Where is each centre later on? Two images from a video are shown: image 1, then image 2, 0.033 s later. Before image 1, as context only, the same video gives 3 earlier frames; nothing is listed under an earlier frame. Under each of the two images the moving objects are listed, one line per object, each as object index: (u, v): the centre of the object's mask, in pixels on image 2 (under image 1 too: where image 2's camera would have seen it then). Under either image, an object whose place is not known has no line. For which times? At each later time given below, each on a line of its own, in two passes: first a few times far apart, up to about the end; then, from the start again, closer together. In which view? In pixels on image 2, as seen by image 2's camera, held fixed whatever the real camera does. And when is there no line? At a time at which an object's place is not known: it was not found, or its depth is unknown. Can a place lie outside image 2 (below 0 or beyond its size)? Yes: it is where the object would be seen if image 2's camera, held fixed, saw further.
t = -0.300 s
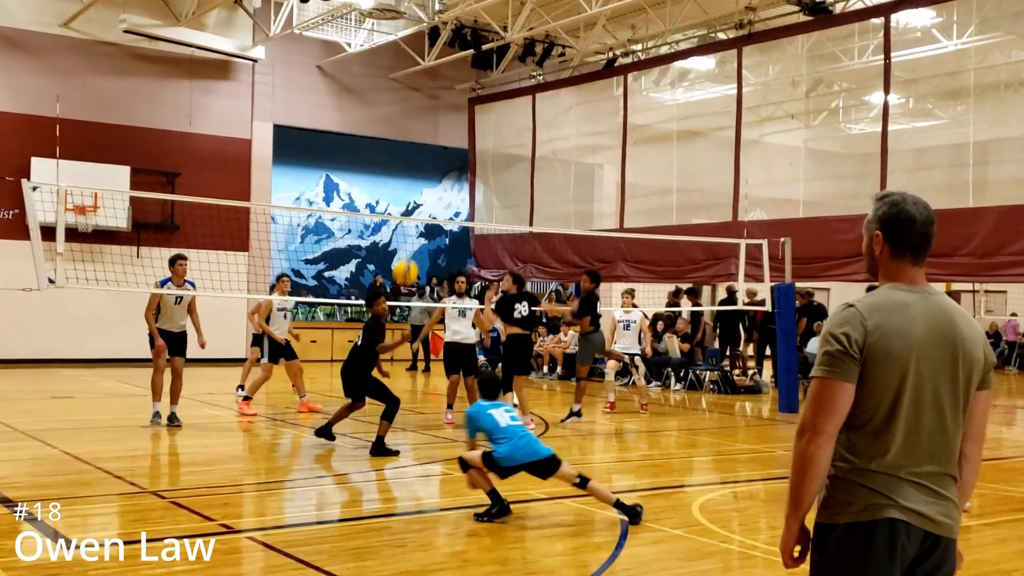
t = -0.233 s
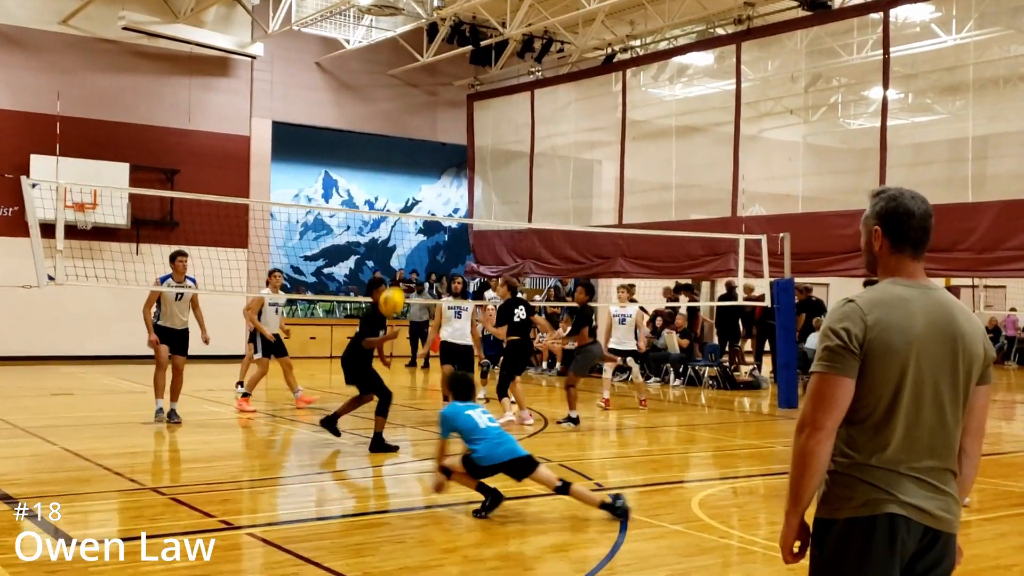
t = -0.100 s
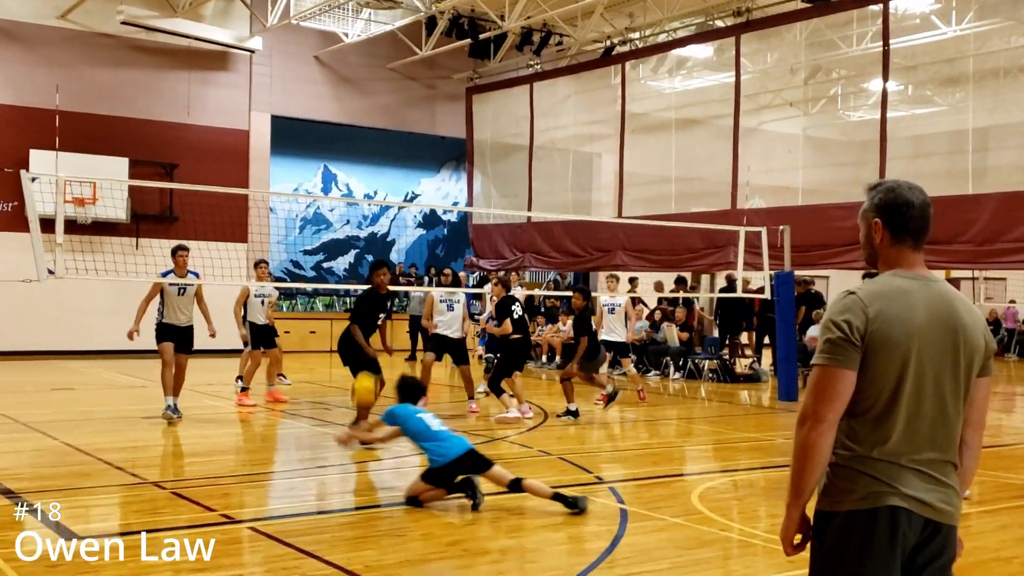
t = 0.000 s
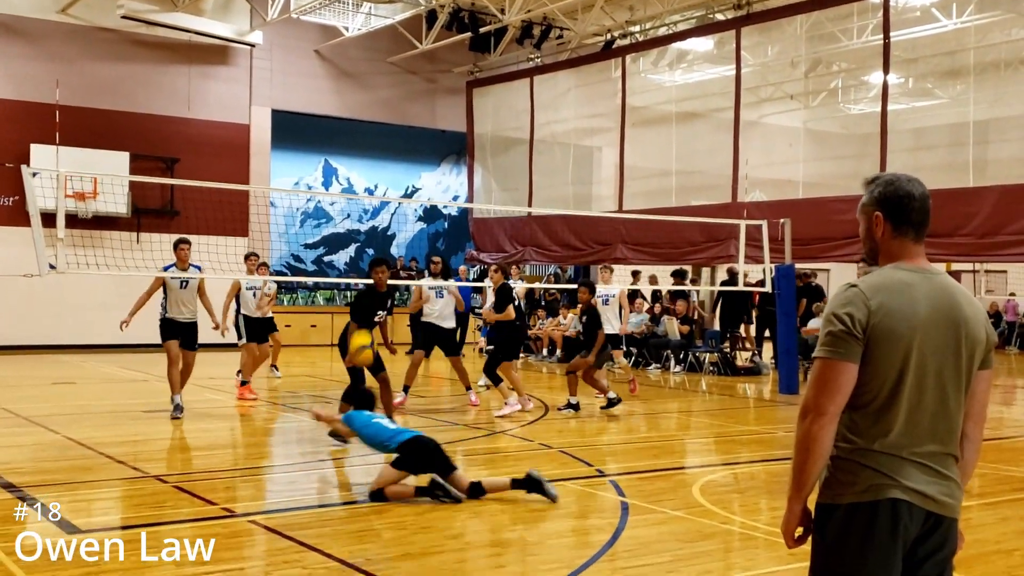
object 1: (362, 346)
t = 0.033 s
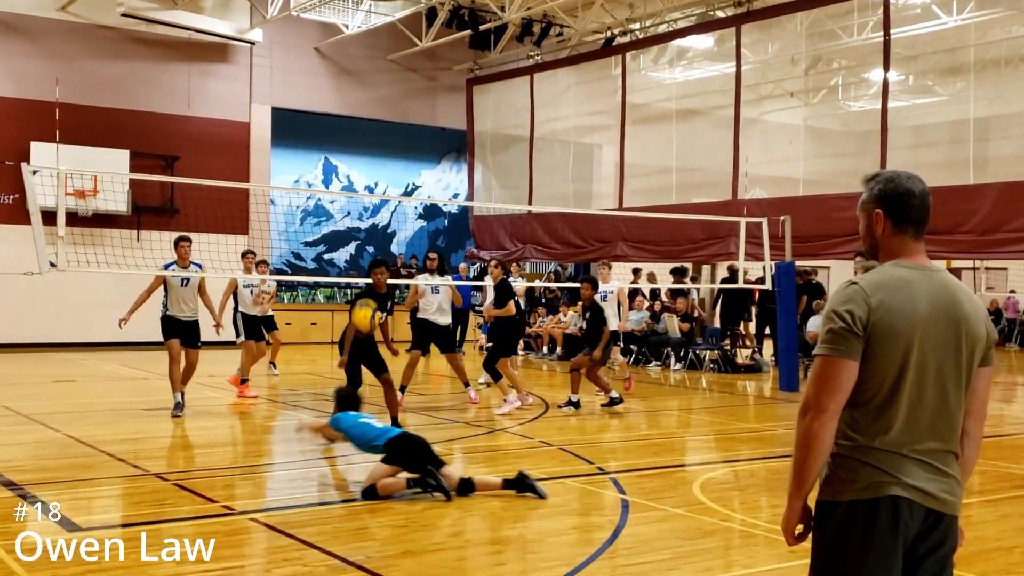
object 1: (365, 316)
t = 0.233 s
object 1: (378, 181)
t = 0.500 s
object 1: (395, 87)
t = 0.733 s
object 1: (409, 81)
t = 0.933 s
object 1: (419, 127)
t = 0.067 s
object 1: (367, 292)
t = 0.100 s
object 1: (369, 265)
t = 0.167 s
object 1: (374, 222)
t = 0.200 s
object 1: (375, 200)
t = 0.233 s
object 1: (378, 181)
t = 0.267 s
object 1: (380, 162)
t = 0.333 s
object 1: (384, 135)
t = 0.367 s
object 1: (387, 123)
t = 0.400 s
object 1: (389, 112)
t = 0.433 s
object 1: (391, 101)
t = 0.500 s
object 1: (395, 87)
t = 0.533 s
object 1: (397, 82)
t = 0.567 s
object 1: (399, 78)
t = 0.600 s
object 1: (401, 76)
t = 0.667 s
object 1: (405, 76)
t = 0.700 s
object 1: (407, 78)
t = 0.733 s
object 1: (409, 81)
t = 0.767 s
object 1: (411, 85)
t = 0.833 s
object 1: (414, 98)
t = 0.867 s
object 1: (416, 106)
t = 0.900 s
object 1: (418, 116)
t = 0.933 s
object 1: (419, 127)
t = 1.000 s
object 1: (423, 150)
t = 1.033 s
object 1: (424, 164)
